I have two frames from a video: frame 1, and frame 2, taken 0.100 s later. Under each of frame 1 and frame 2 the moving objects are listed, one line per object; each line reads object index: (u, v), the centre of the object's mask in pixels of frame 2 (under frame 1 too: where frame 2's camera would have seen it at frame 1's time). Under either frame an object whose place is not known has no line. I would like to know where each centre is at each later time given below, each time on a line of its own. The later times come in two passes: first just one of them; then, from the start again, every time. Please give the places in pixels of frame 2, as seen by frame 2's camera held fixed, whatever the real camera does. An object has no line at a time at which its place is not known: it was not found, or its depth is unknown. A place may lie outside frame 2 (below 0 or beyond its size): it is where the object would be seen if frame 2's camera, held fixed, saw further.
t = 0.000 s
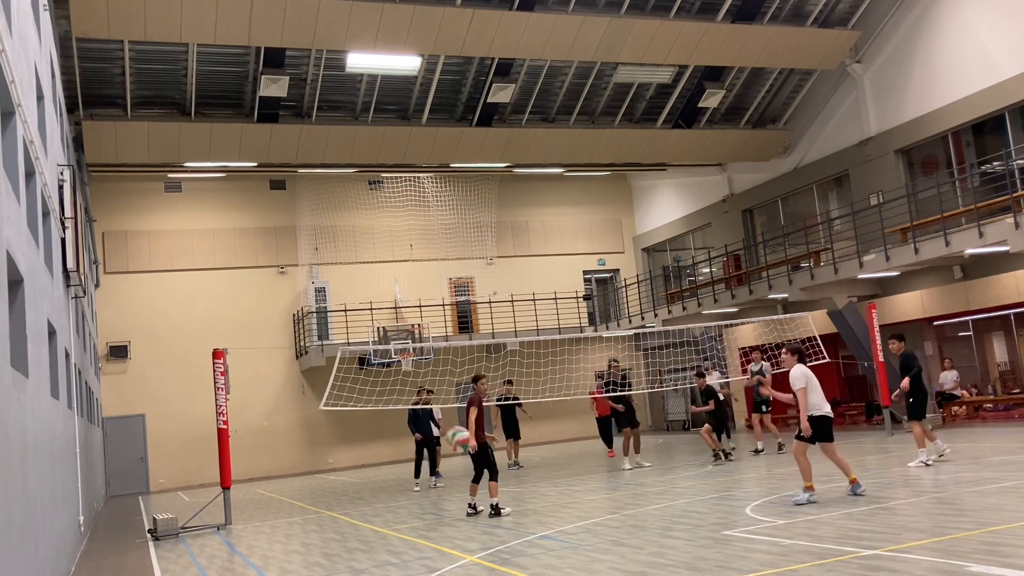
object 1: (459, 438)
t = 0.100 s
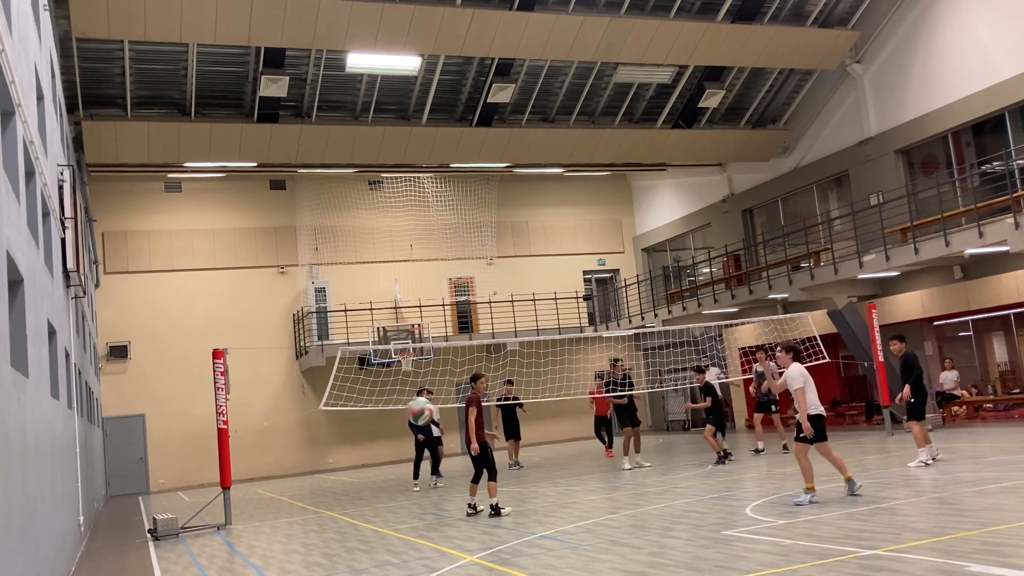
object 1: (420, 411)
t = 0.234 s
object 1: (360, 390)
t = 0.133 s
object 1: (407, 403)
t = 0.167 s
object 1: (391, 398)
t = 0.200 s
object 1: (378, 392)
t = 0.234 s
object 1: (360, 390)
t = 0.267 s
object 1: (343, 388)
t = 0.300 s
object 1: (324, 389)
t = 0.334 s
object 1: (306, 391)
